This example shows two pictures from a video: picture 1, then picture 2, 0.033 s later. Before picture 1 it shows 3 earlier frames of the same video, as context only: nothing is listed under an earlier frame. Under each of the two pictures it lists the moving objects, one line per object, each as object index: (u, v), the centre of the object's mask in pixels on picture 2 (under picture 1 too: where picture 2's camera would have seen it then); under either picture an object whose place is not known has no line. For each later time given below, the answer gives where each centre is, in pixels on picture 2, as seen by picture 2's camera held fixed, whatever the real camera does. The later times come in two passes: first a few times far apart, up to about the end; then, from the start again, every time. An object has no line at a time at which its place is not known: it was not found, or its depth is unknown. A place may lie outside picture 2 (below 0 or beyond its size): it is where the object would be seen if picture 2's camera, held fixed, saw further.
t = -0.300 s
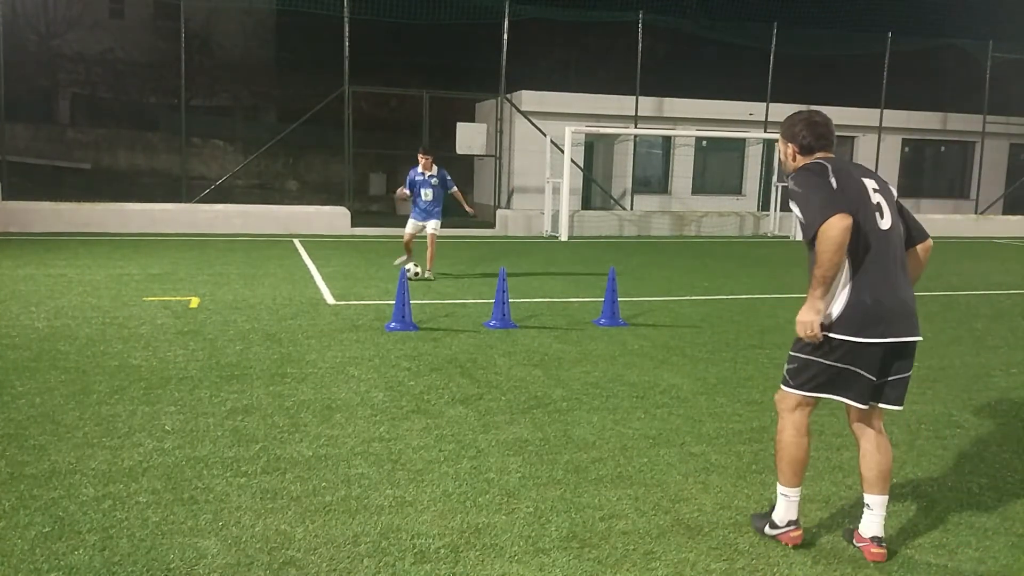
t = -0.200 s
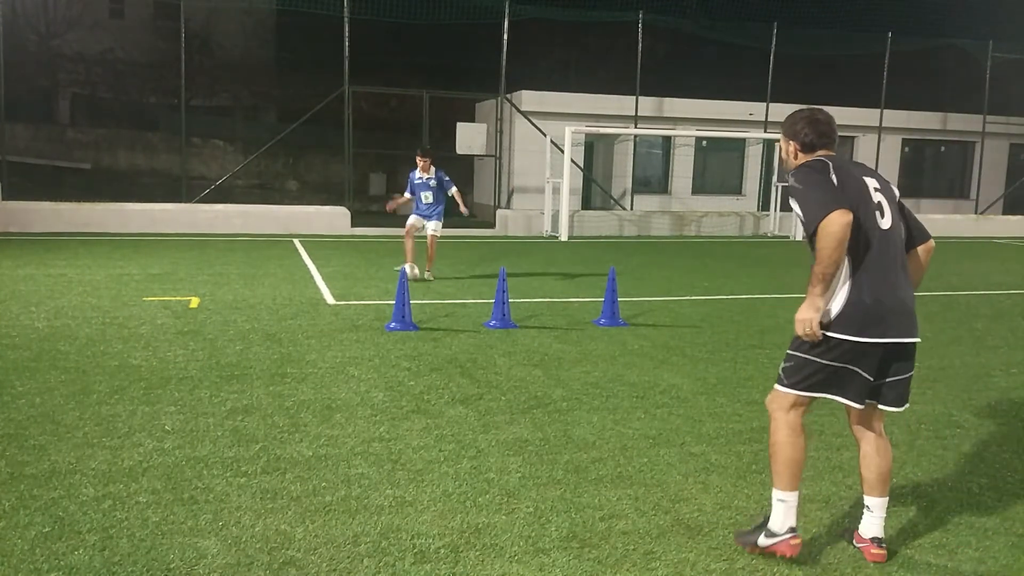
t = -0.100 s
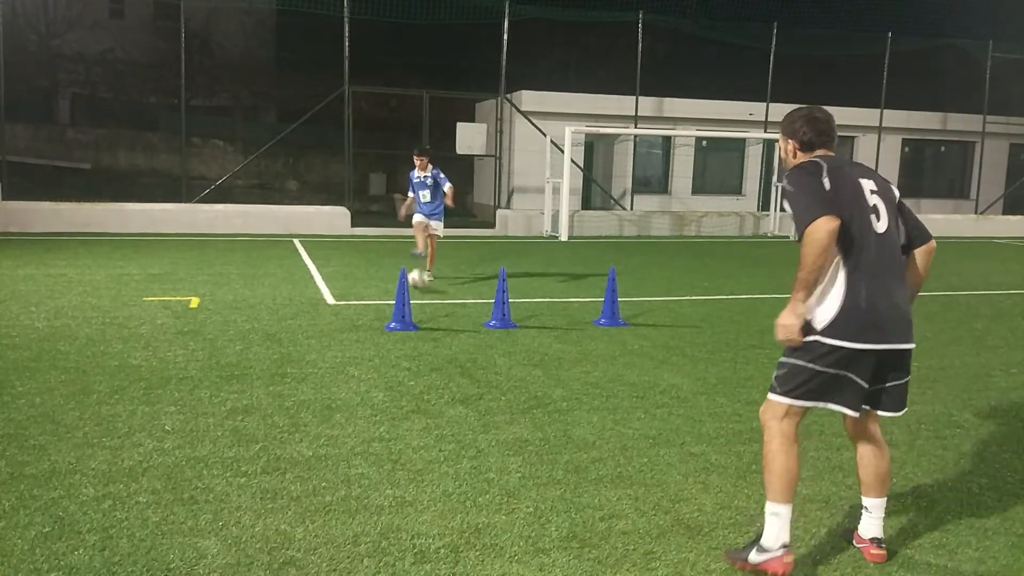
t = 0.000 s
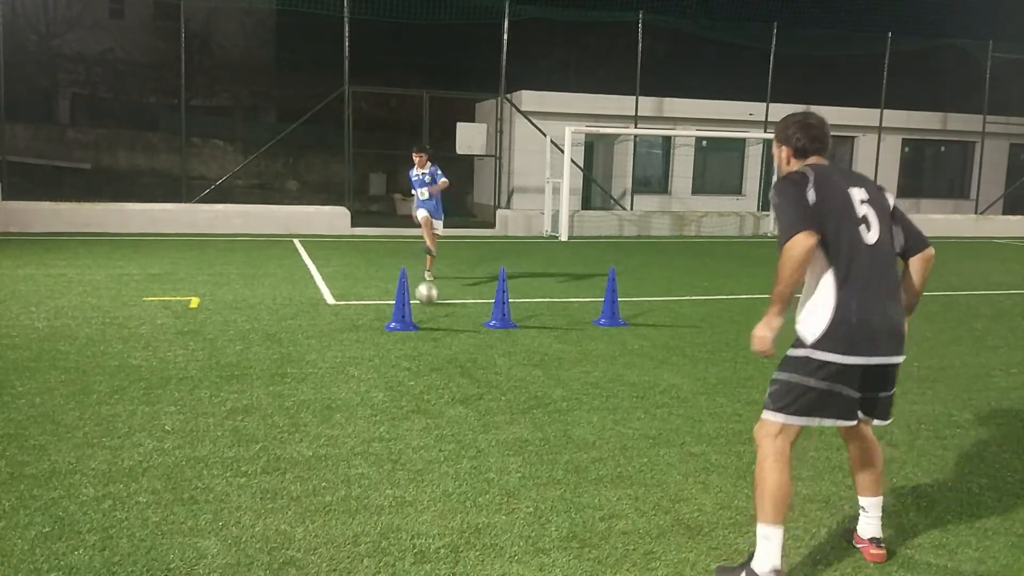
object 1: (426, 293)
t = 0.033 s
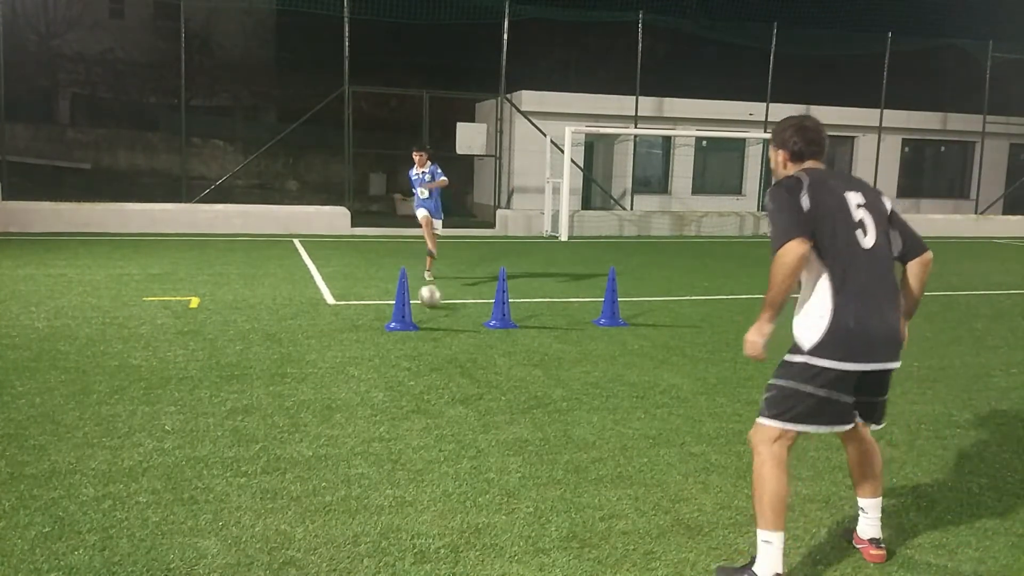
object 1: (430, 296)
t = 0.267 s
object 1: (457, 326)
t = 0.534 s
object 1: (501, 377)
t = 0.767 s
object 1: (568, 453)
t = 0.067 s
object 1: (433, 297)
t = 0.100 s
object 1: (438, 303)
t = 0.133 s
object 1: (441, 307)
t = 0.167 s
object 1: (444, 313)
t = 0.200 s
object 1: (449, 317)
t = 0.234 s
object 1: (452, 320)
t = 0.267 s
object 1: (457, 326)
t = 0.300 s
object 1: (462, 332)
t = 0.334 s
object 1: (466, 336)
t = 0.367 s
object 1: (472, 341)
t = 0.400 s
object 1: (477, 349)
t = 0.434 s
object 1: (482, 356)
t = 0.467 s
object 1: (489, 362)
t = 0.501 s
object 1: (495, 369)
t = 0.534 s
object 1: (501, 377)
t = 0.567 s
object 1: (508, 386)
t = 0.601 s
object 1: (517, 395)
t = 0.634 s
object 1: (525, 404)
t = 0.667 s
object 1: (535, 416)
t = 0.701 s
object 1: (545, 427)
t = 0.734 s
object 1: (556, 441)
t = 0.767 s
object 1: (568, 453)
